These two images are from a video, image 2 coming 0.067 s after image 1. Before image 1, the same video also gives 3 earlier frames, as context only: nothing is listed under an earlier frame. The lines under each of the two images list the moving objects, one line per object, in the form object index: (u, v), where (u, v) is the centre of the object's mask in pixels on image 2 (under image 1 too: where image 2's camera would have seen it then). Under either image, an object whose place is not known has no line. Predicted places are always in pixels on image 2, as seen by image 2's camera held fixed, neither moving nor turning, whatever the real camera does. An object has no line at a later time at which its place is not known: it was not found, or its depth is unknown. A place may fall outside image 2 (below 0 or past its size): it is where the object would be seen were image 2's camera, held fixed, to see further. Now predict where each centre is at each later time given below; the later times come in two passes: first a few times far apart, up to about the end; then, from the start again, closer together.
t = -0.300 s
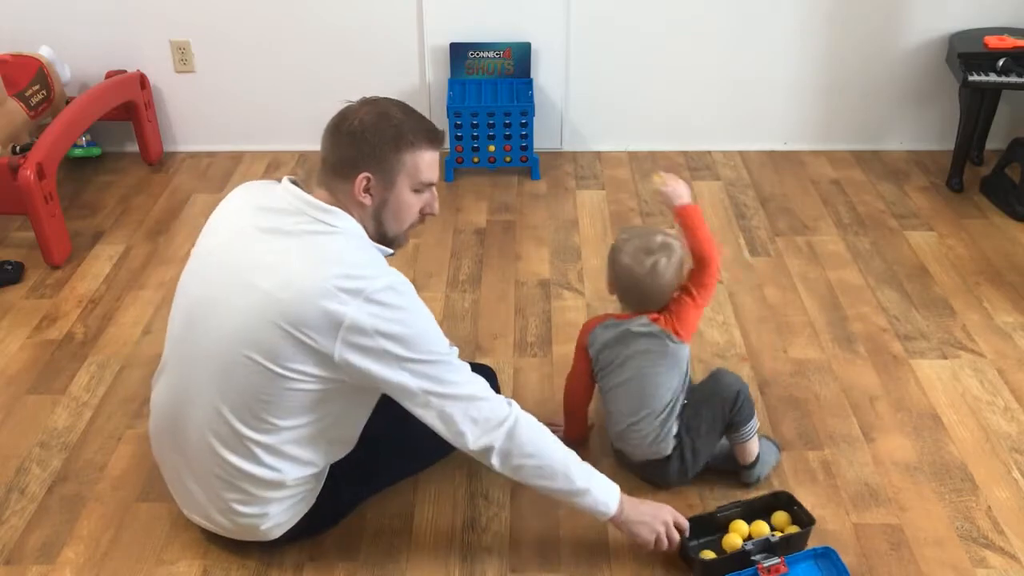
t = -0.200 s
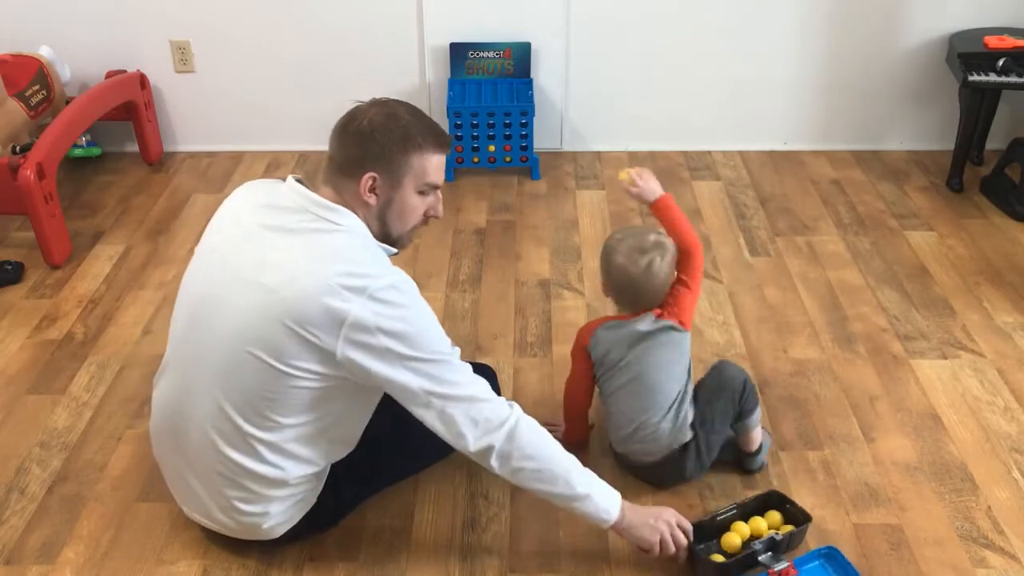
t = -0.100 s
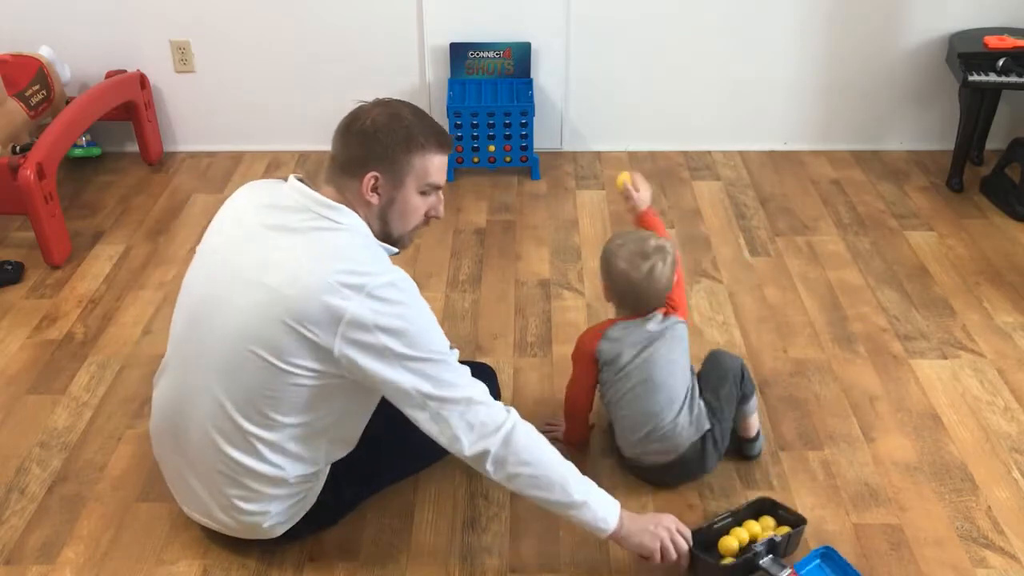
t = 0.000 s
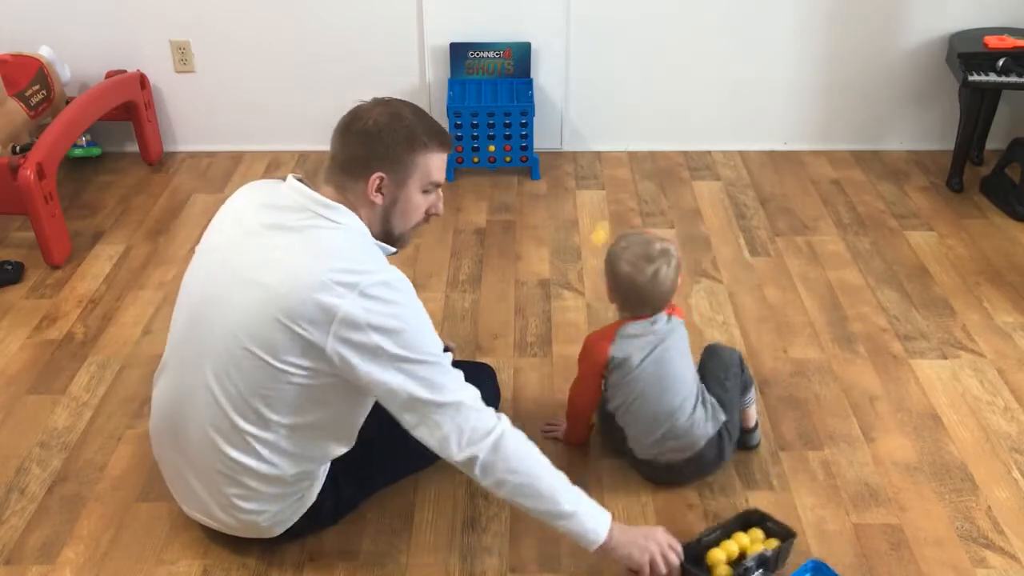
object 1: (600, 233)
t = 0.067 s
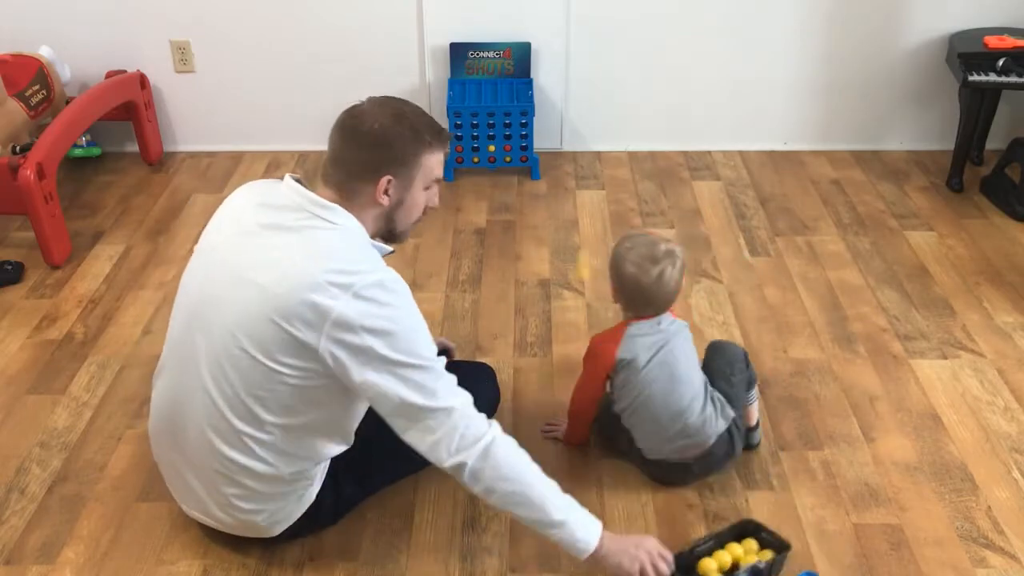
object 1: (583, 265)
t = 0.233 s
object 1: (566, 98)
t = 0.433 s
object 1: (546, 28)
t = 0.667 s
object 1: (538, 76)
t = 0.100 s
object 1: (580, 227)
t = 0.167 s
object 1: (573, 157)
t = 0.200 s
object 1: (569, 125)
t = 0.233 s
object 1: (566, 98)
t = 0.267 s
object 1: (562, 78)
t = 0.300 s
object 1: (558, 60)
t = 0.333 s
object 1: (556, 45)
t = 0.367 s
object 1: (552, 36)
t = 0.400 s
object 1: (549, 31)
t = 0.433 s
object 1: (546, 28)
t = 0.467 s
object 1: (543, 30)
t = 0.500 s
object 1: (539, 35)
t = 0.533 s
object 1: (536, 44)
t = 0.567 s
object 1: (533, 55)
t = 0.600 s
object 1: (532, 70)
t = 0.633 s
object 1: (534, 75)
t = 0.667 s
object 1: (538, 76)
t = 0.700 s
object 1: (541, 80)
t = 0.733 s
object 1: (545, 89)
